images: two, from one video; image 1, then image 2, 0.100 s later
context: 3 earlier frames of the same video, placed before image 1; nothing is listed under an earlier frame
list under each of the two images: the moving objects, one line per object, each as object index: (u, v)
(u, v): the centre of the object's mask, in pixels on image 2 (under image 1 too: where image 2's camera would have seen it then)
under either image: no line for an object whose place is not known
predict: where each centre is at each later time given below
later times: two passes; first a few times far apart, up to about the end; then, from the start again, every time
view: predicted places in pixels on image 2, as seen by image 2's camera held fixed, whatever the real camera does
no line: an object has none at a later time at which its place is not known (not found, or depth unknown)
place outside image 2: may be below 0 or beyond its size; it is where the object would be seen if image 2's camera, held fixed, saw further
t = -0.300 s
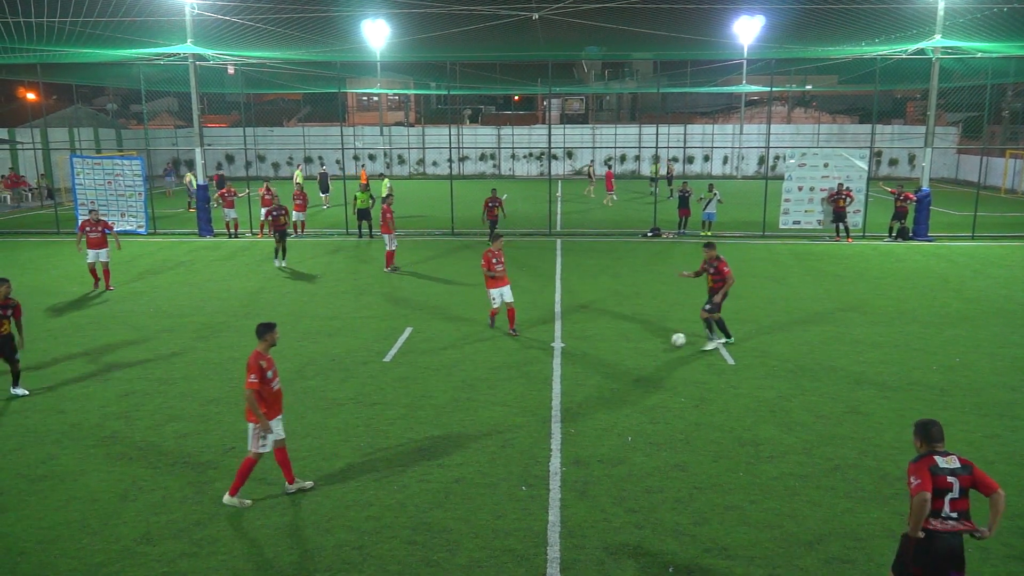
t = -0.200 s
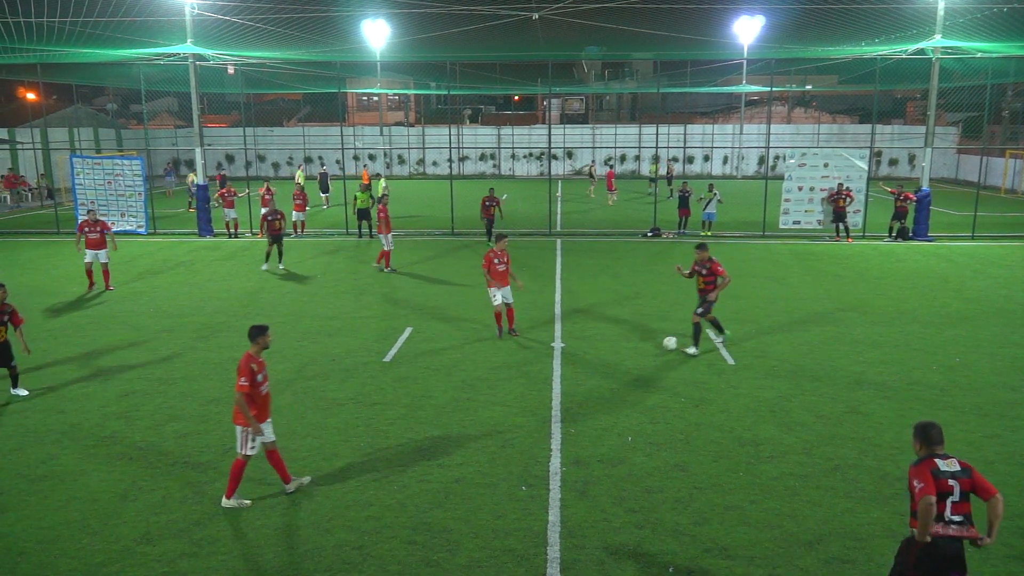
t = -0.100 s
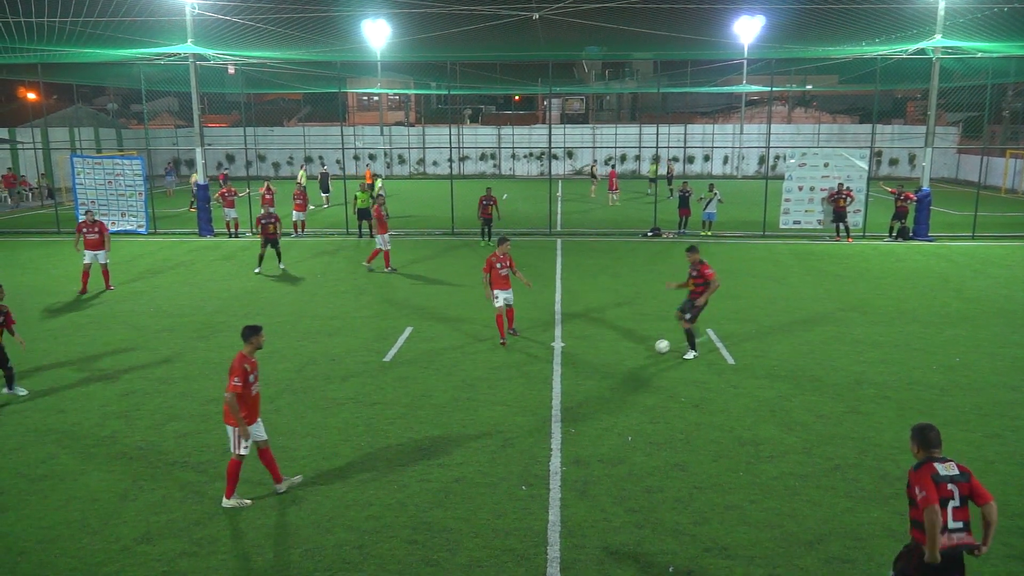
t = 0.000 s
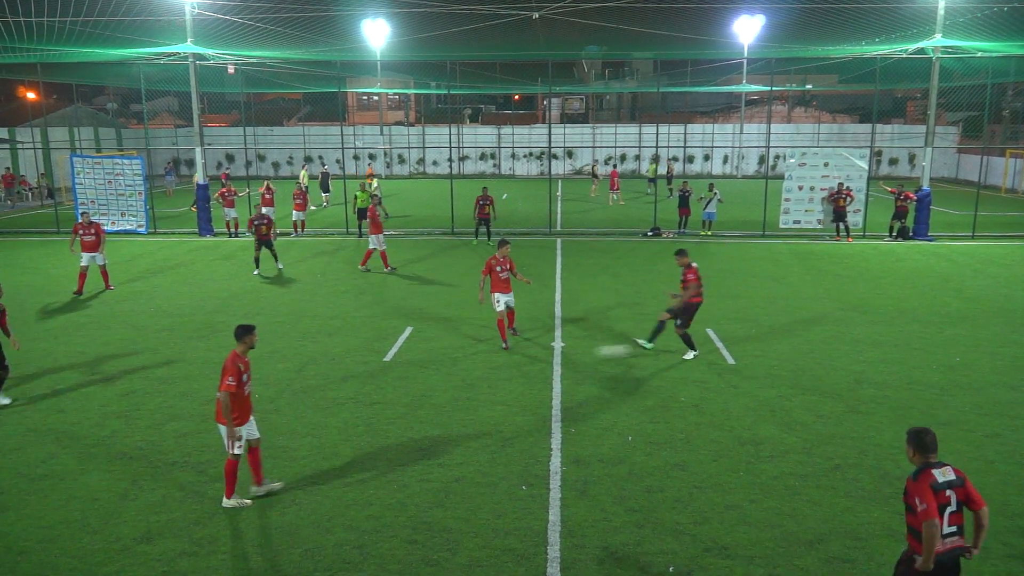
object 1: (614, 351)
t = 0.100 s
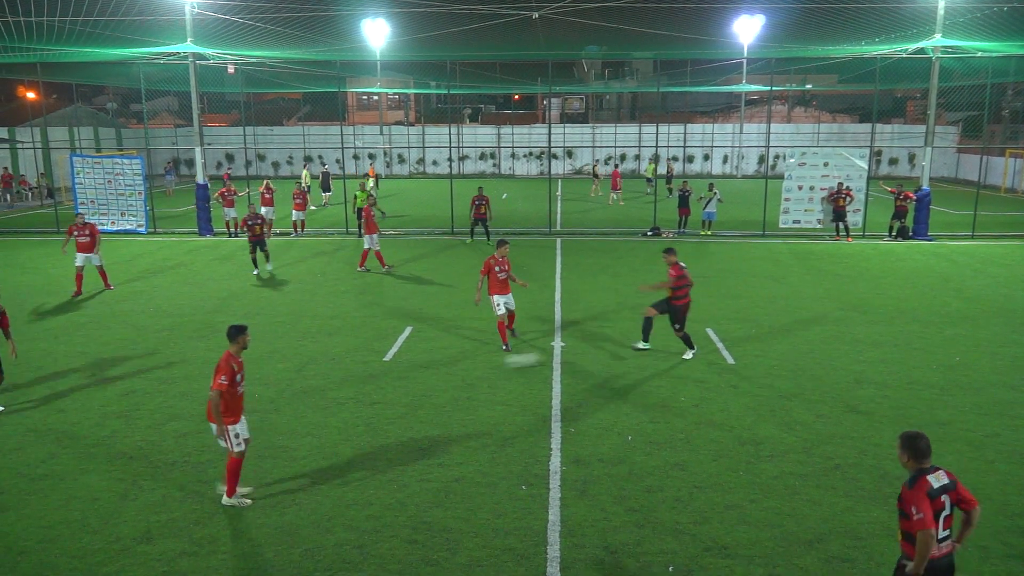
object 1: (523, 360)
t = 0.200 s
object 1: (433, 368)
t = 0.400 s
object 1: (258, 382)
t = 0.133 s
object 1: (492, 363)
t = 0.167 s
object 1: (462, 366)
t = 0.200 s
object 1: (433, 368)
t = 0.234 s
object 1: (404, 370)
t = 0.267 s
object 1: (373, 374)
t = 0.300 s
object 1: (343, 375)
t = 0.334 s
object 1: (315, 377)
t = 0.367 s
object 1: (288, 380)
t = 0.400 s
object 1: (258, 382)
